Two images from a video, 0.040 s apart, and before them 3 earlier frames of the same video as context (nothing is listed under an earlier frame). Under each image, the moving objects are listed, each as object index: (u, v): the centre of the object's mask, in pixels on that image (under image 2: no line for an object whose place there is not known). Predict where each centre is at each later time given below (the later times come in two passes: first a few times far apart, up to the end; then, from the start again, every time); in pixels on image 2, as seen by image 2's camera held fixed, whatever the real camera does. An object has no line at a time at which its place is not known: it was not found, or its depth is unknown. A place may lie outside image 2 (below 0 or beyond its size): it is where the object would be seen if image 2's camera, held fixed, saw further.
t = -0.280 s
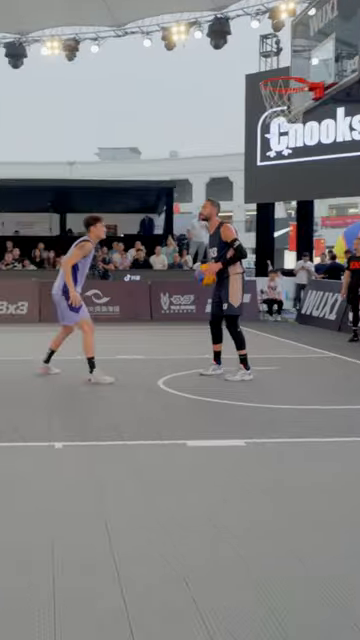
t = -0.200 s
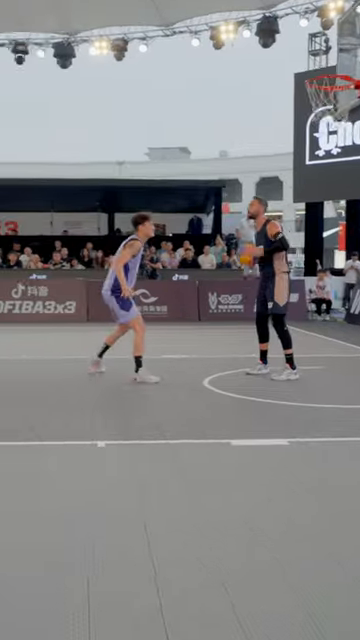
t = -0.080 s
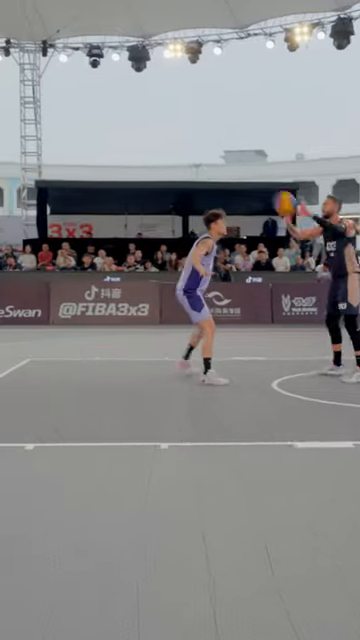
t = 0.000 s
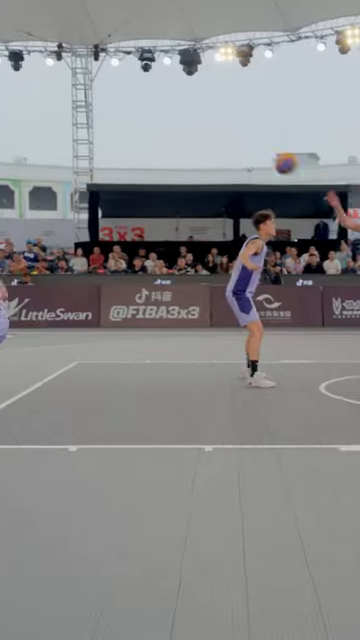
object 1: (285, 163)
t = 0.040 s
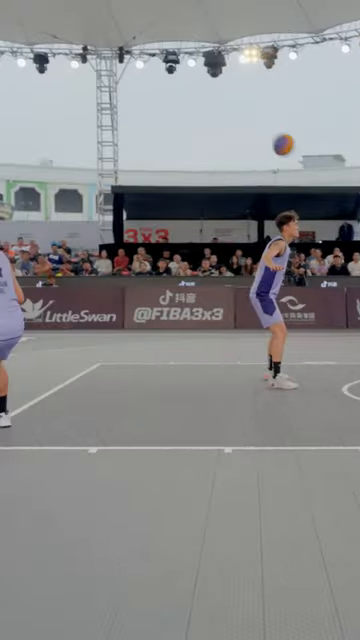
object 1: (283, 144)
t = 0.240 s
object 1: (131, 55)
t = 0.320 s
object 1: (66, 26)
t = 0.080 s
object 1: (255, 125)
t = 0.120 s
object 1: (225, 106)
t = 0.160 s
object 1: (195, 88)
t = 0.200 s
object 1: (164, 71)
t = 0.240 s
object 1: (131, 55)
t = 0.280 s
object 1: (99, 40)
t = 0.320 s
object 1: (66, 26)
